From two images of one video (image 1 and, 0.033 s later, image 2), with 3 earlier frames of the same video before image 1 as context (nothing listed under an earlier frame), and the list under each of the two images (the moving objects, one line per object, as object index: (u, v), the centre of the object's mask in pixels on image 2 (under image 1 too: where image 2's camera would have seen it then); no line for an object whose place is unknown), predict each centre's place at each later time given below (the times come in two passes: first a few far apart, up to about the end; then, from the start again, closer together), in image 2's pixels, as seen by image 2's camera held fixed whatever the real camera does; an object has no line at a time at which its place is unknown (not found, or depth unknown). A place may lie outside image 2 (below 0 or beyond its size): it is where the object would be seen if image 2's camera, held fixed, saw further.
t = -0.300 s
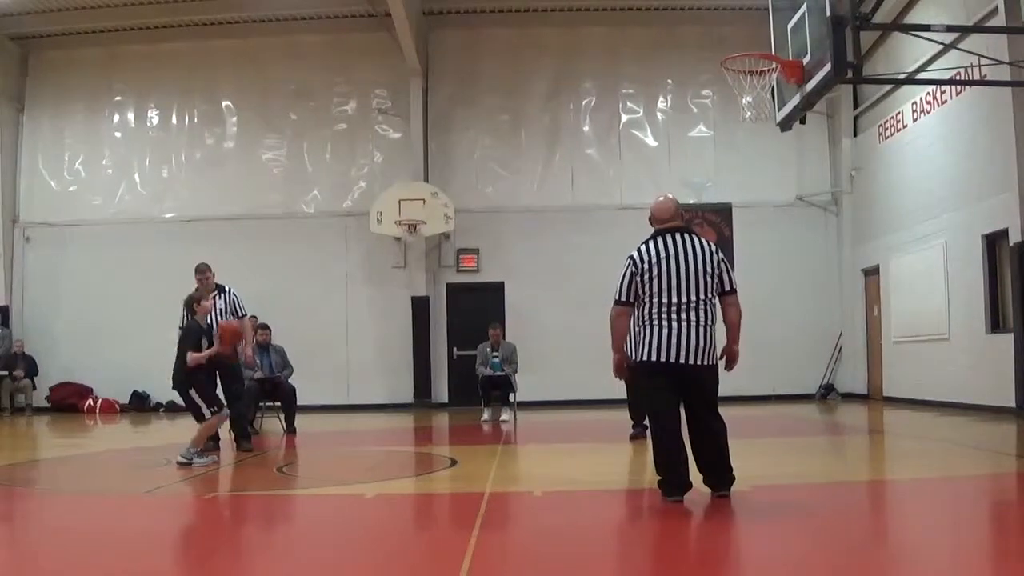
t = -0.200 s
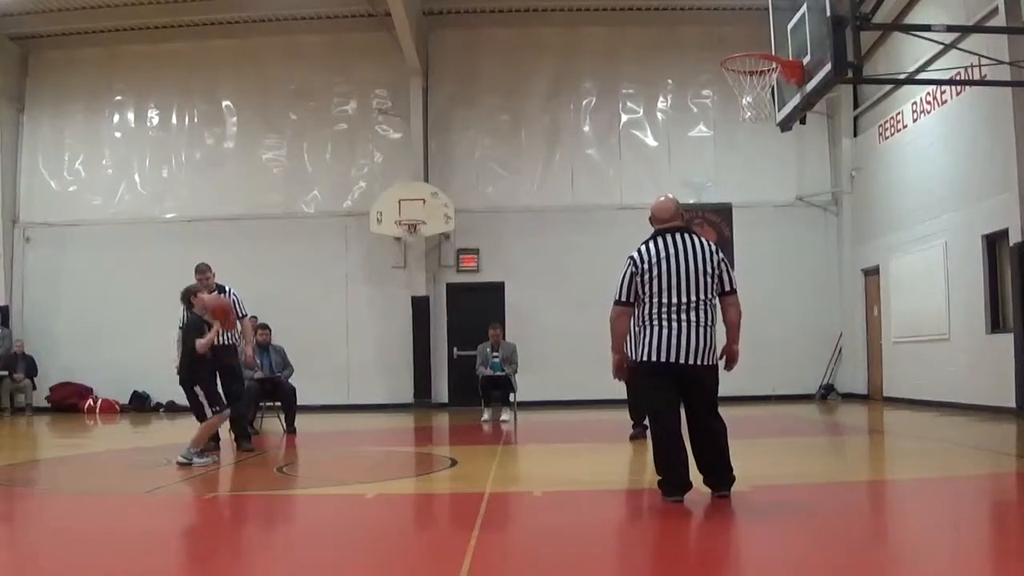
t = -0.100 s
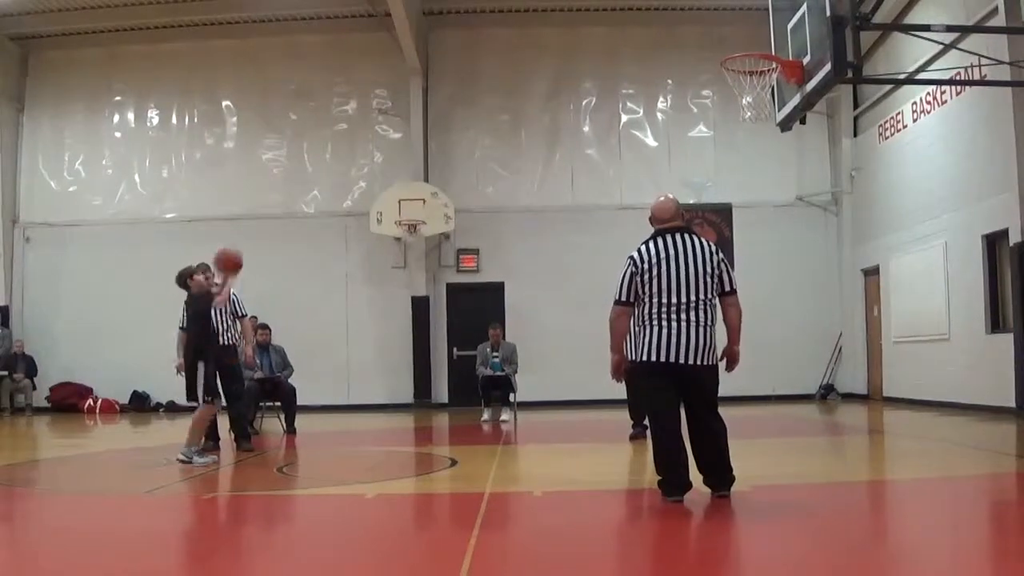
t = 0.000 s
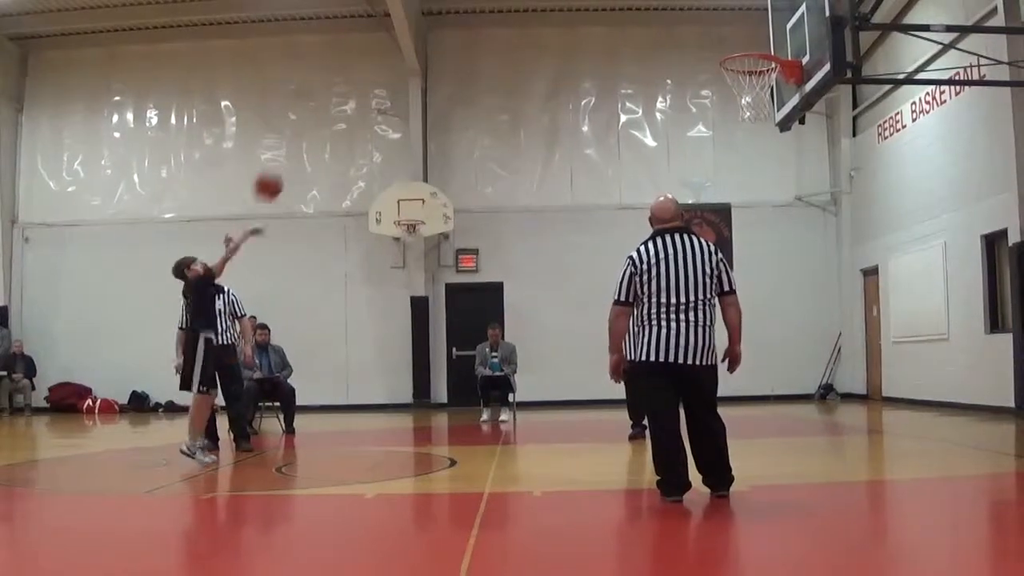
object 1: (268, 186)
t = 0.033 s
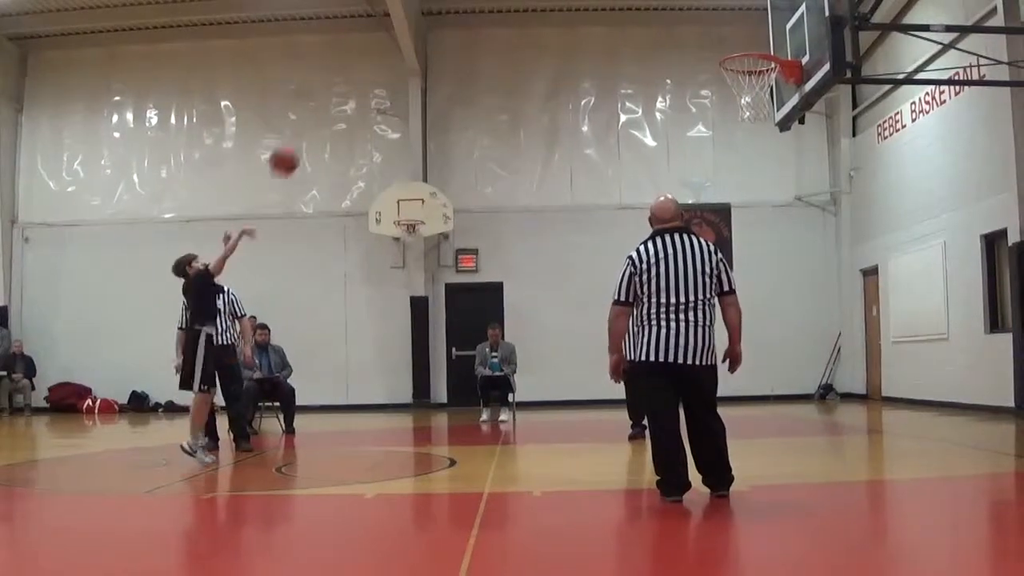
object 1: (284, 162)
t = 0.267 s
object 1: (396, 29)
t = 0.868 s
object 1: (668, 7)
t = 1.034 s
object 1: (744, 69)
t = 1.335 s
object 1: (792, 180)
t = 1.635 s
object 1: (808, 400)
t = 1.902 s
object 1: (787, 311)
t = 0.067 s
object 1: (300, 140)
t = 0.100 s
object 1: (316, 117)
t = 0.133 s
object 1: (332, 95)
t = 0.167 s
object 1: (347, 77)
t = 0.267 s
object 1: (396, 29)
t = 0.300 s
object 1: (411, 15)
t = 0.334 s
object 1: (424, 9)
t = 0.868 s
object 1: (668, 7)
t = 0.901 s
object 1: (685, 13)
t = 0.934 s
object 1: (698, 21)
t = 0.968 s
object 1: (713, 34)
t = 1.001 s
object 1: (727, 46)
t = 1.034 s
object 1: (744, 69)
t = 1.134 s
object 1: (780, 104)
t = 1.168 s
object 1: (783, 111)
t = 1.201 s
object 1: (785, 121)
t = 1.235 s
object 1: (786, 134)
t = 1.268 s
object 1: (788, 147)
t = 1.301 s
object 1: (790, 163)
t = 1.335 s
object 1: (792, 180)
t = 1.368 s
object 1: (793, 198)
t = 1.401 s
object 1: (794, 219)
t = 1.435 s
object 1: (799, 240)
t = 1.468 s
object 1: (801, 263)
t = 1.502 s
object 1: (804, 288)
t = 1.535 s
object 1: (805, 314)
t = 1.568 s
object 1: (807, 341)
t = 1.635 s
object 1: (808, 400)
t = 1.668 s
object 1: (810, 430)
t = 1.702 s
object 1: (809, 429)
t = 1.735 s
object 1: (806, 407)
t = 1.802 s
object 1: (799, 365)
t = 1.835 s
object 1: (794, 346)
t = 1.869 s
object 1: (790, 328)
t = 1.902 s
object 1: (787, 311)
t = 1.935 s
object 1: (783, 297)
